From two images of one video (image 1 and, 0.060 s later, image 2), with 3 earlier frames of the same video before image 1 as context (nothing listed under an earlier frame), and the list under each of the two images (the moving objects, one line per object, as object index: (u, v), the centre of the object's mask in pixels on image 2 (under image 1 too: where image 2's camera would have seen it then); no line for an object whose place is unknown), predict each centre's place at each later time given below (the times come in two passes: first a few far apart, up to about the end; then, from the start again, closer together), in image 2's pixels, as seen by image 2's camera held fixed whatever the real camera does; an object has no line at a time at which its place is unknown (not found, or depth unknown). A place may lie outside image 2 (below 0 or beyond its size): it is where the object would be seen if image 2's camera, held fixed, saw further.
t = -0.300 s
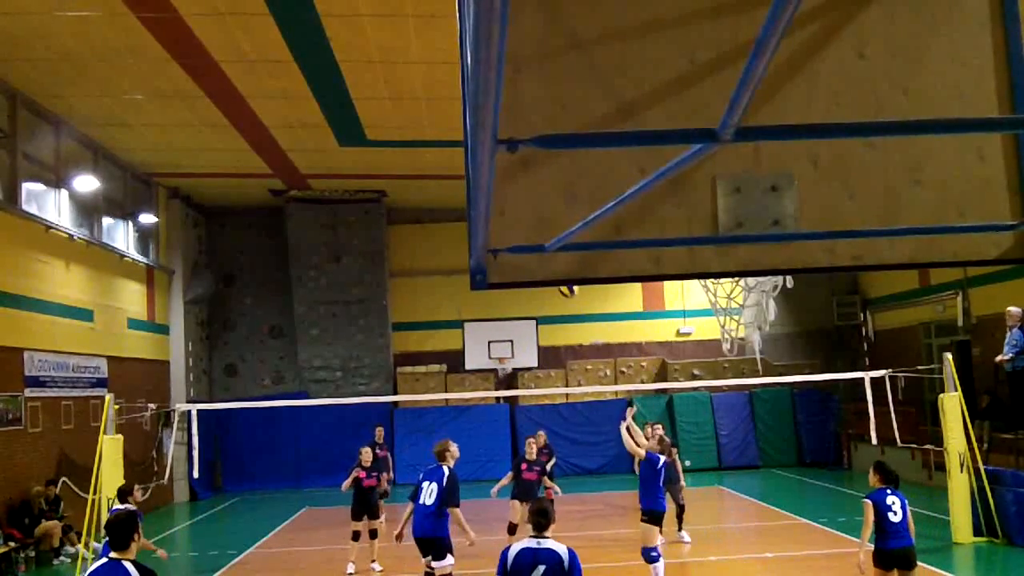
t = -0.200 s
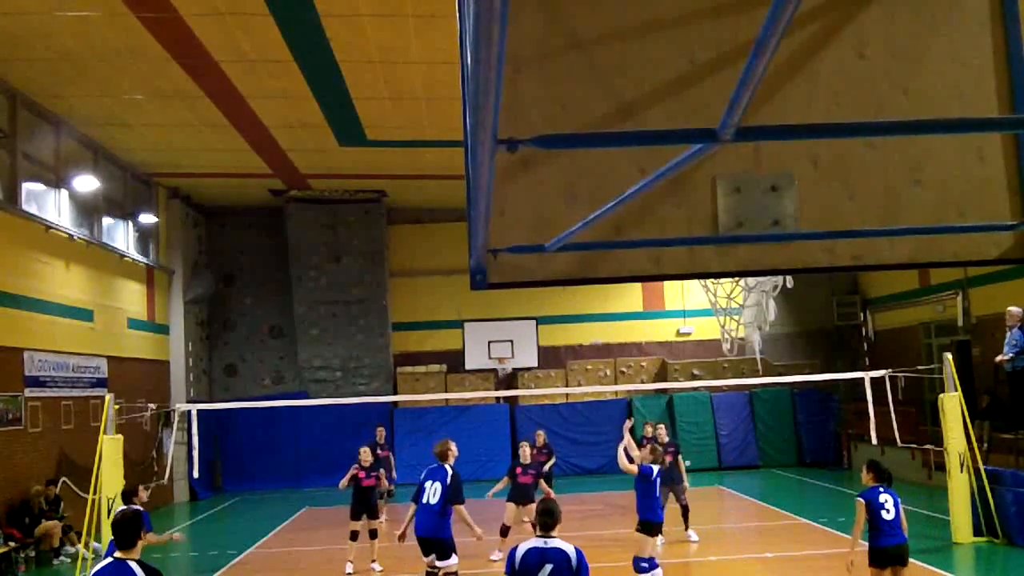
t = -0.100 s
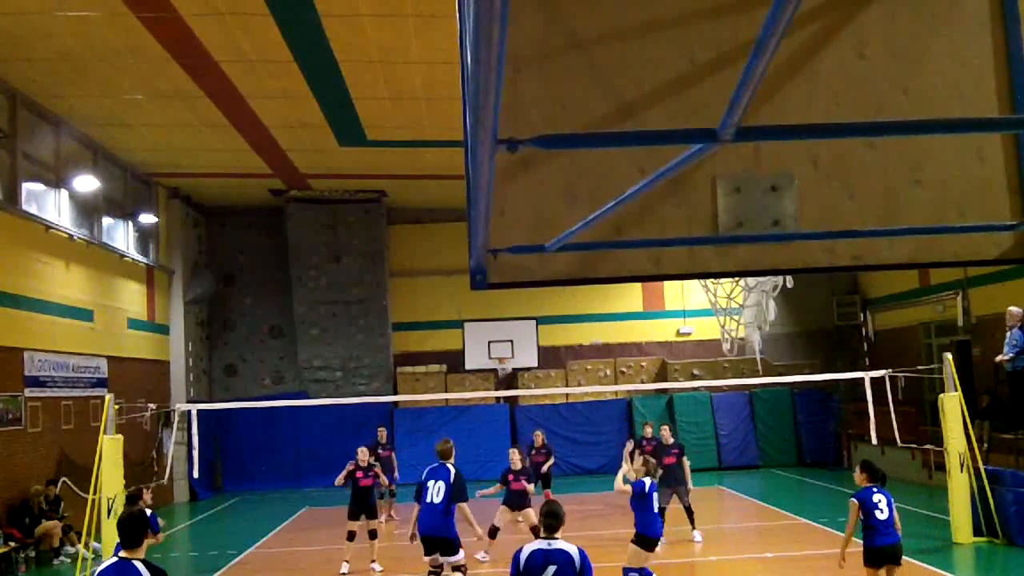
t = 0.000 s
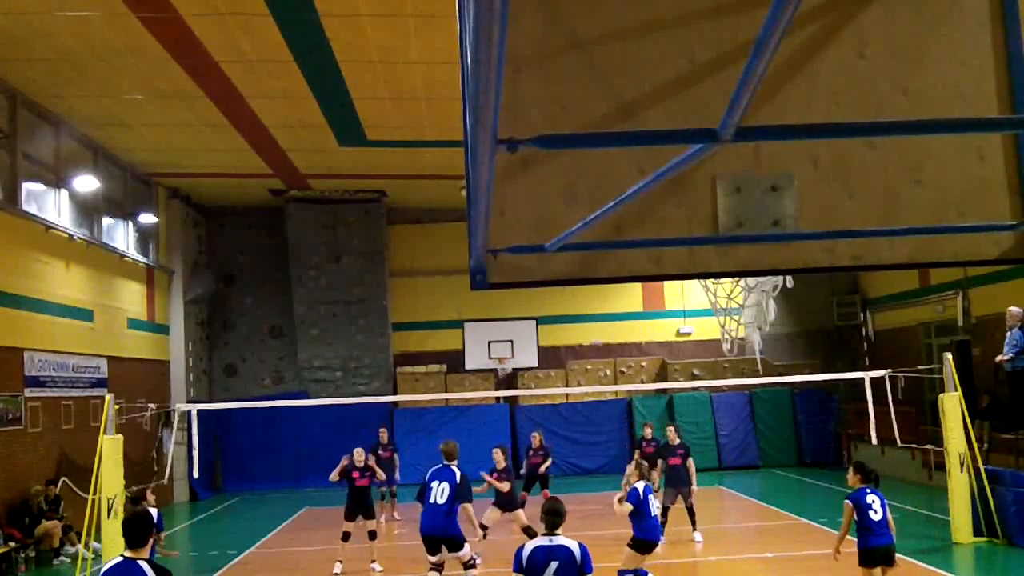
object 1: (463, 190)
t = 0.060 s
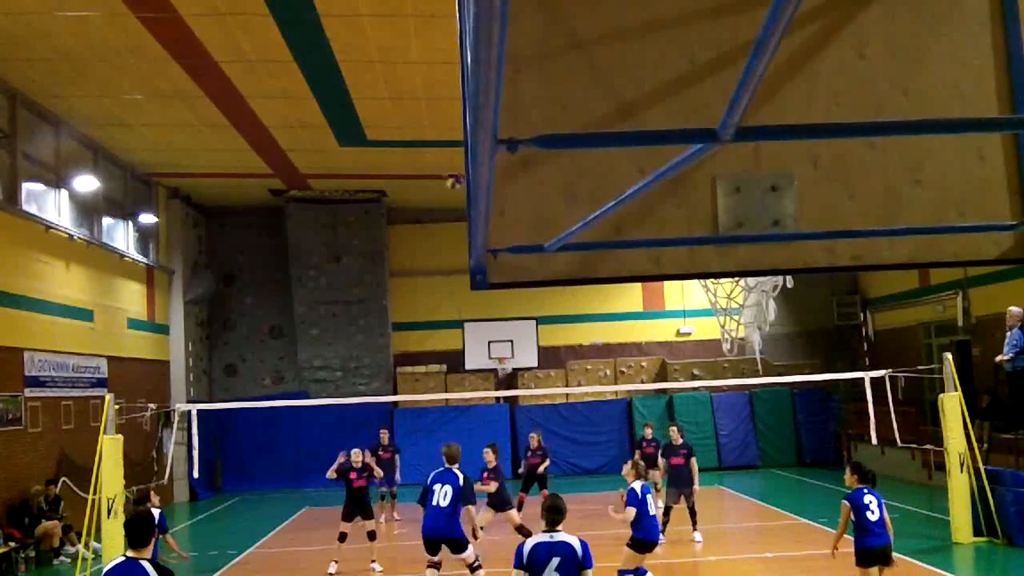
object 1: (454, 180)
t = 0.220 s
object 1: (403, 168)
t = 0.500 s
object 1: (327, 198)
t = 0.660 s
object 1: (289, 240)
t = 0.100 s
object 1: (437, 174)
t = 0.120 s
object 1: (432, 173)
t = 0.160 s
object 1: (423, 170)
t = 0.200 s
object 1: (408, 168)
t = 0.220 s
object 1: (403, 168)
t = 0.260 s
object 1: (394, 168)
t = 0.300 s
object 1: (380, 170)
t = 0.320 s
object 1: (375, 171)
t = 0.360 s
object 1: (366, 174)
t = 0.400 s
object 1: (353, 181)
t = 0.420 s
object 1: (348, 183)
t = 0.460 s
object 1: (340, 188)
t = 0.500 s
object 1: (327, 198)
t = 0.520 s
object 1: (323, 202)
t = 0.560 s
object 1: (314, 211)
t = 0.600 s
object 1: (301, 224)
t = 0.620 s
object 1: (297, 230)
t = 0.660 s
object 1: (289, 240)
